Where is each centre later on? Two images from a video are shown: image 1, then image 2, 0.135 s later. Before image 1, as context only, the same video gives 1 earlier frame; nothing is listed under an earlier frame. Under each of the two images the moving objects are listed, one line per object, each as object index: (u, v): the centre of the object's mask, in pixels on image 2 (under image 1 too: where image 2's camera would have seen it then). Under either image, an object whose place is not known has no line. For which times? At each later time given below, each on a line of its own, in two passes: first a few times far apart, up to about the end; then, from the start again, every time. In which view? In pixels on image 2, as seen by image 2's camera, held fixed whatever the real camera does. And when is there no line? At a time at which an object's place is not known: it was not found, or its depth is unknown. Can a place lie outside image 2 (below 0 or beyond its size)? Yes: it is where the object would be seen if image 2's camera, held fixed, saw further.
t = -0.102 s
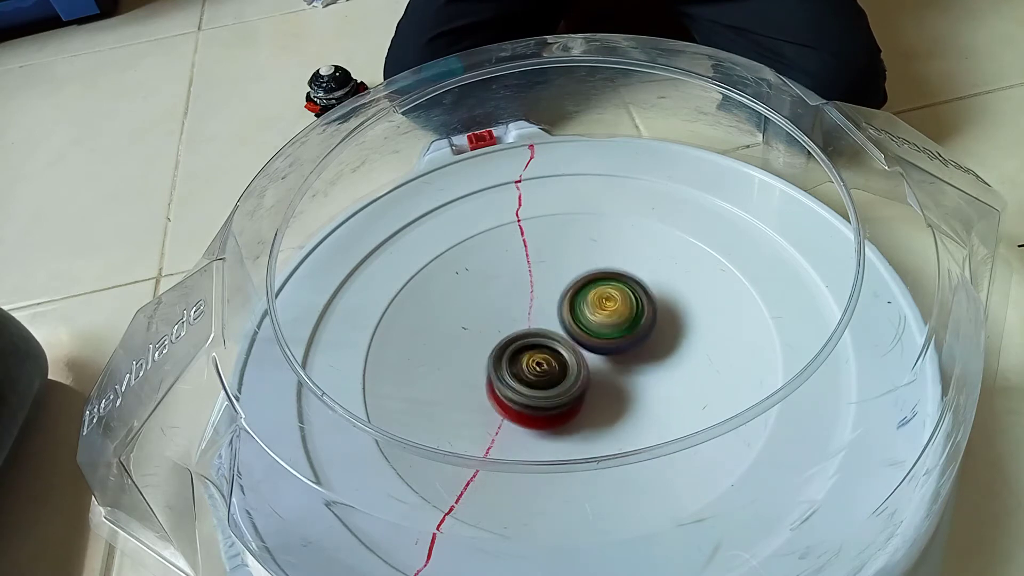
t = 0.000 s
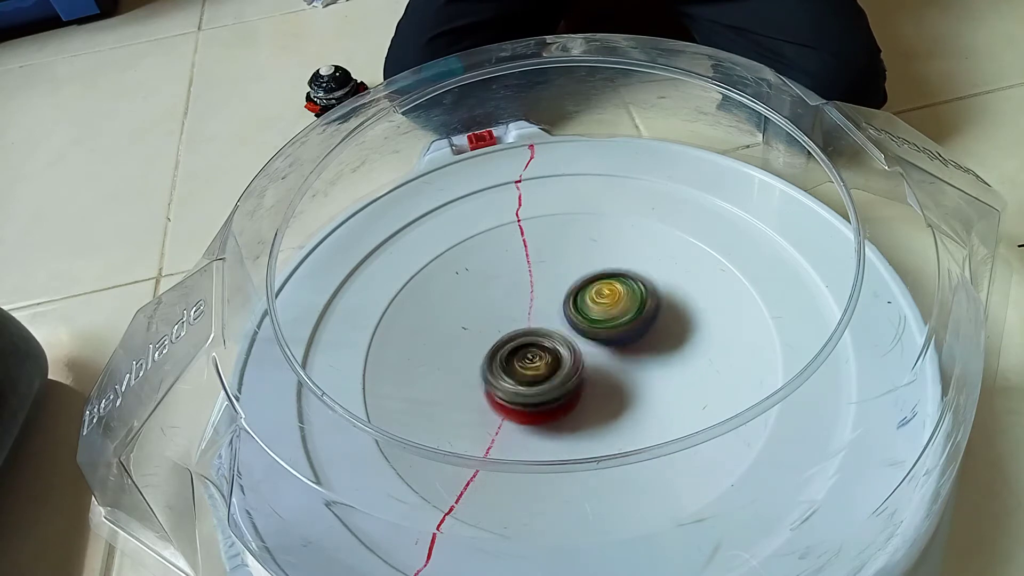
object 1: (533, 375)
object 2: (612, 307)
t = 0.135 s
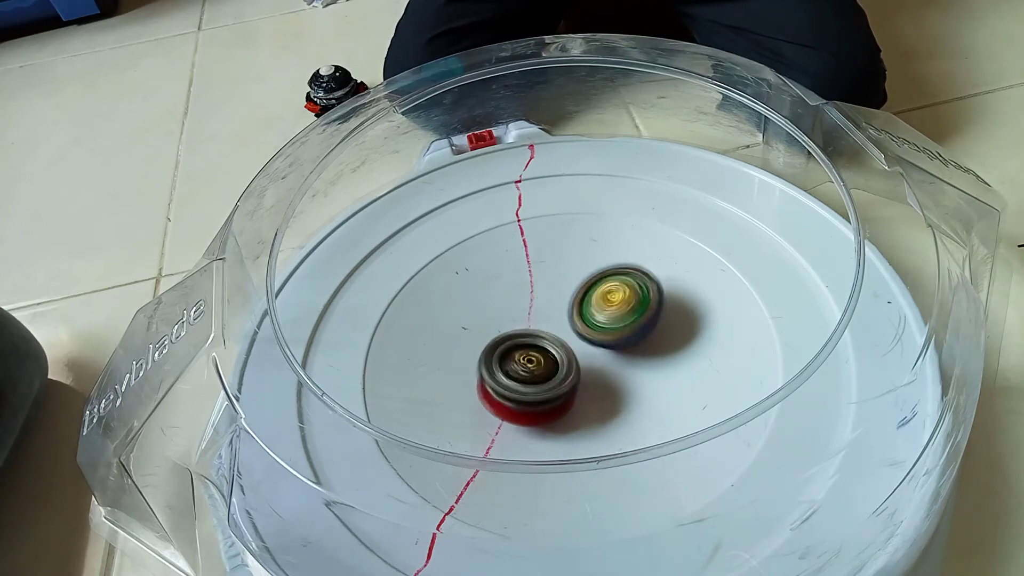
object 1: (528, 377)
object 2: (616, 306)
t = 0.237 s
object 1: (530, 373)
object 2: (618, 313)
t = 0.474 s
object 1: (533, 367)
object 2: (620, 313)
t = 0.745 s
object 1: (531, 368)
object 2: (626, 319)
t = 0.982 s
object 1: (529, 364)
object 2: (625, 325)
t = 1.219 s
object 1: (525, 359)
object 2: (626, 329)
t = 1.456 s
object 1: (526, 354)
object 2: (628, 332)
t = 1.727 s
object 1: (526, 351)
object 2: (632, 340)
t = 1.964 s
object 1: (526, 346)
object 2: (633, 343)
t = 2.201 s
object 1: (529, 343)
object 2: (634, 349)
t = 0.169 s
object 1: (527, 376)
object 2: (617, 308)
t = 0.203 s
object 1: (528, 374)
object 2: (617, 311)
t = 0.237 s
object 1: (530, 373)
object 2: (618, 313)
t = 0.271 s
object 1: (532, 372)
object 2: (619, 315)
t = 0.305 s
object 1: (534, 370)
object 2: (619, 316)
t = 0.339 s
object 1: (535, 369)
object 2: (621, 316)
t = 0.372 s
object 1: (535, 368)
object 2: (621, 314)
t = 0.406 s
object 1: (533, 367)
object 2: (621, 312)
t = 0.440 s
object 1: (532, 367)
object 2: (622, 311)
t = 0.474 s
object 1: (533, 367)
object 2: (620, 313)
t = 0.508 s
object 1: (532, 369)
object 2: (619, 316)
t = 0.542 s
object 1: (528, 369)
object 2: (620, 317)
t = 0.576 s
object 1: (530, 368)
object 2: (621, 318)
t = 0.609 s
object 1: (531, 370)
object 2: (621, 320)
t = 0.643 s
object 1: (531, 370)
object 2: (622, 322)
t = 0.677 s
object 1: (530, 369)
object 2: (626, 320)
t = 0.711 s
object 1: (530, 368)
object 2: (627, 318)
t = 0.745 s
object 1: (531, 368)
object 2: (626, 319)
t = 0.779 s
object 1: (532, 368)
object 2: (625, 322)
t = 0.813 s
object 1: (533, 367)
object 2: (626, 324)
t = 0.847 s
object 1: (531, 366)
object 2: (630, 323)
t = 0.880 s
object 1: (531, 365)
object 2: (630, 321)
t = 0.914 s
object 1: (532, 365)
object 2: (626, 323)
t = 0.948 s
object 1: (530, 366)
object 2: (625, 324)
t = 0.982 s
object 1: (529, 364)
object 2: (625, 325)
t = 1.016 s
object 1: (529, 363)
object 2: (628, 325)
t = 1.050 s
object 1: (528, 363)
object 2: (629, 324)
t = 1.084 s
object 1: (527, 362)
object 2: (627, 325)
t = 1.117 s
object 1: (527, 361)
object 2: (625, 327)
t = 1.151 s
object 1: (523, 360)
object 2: (628, 327)
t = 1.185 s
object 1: (524, 359)
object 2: (627, 327)
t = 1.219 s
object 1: (525, 359)
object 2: (626, 329)
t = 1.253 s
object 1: (523, 359)
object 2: (628, 329)
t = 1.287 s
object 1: (522, 357)
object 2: (629, 330)
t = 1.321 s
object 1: (525, 357)
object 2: (628, 330)
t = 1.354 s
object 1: (524, 357)
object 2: (629, 331)
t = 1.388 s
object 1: (524, 356)
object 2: (631, 331)
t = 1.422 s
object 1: (526, 354)
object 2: (629, 331)
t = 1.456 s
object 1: (526, 354)
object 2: (628, 332)
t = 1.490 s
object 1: (526, 353)
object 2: (629, 332)
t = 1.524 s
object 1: (522, 352)
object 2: (631, 331)
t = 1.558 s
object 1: (523, 351)
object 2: (630, 332)
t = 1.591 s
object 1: (524, 352)
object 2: (627, 334)
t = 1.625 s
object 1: (524, 353)
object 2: (627, 337)
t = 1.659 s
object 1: (522, 352)
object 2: (628, 339)
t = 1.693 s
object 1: (525, 351)
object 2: (630, 340)
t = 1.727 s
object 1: (526, 351)
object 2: (632, 340)
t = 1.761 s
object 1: (527, 351)
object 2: (632, 338)
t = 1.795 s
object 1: (528, 350)
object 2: (630, 338)
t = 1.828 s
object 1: (520, 347)
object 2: (637, 337)
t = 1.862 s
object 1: (519, 344)
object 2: (639, 337)
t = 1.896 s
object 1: (522, 344)
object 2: (638, 338)
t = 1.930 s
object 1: (525, 345)
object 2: (635, 340)
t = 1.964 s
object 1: (526, 346)
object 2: (633, 343)
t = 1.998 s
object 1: (526, 347)
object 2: (631, 346)
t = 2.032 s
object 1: (526, 347)
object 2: (630, 350)
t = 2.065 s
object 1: (524, 346)
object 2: (630, 350)
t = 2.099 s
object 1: (525, 343)
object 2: (628, 350)
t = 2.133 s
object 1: (525, 341)
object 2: (634, 350)
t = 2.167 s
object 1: (527, 341)
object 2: (636, 350)
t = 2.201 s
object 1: (529, 343)
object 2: (634, 349)
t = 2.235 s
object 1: (524, 342)
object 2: (633, 351)
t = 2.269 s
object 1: (522, 340)
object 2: (634, 351)
